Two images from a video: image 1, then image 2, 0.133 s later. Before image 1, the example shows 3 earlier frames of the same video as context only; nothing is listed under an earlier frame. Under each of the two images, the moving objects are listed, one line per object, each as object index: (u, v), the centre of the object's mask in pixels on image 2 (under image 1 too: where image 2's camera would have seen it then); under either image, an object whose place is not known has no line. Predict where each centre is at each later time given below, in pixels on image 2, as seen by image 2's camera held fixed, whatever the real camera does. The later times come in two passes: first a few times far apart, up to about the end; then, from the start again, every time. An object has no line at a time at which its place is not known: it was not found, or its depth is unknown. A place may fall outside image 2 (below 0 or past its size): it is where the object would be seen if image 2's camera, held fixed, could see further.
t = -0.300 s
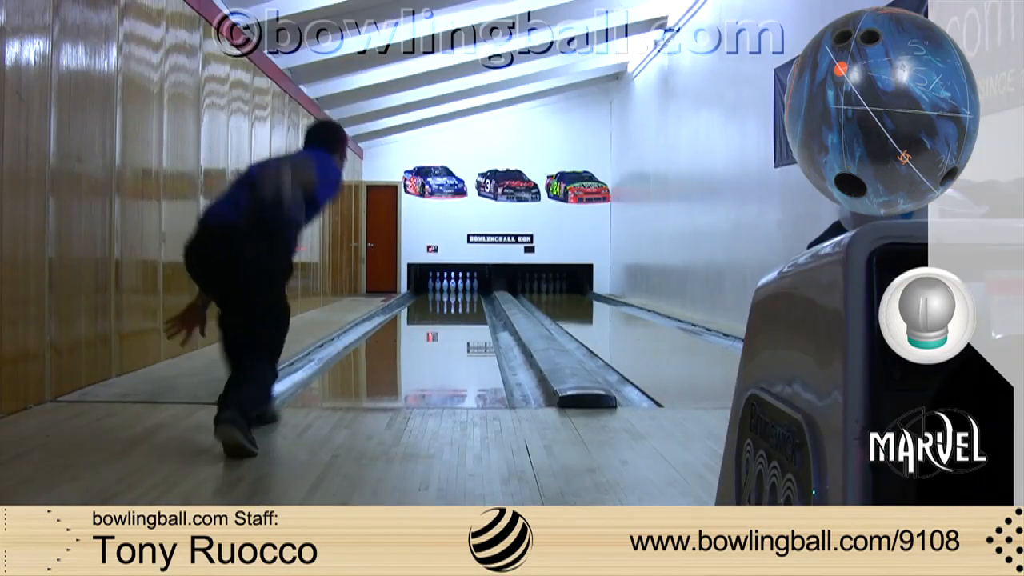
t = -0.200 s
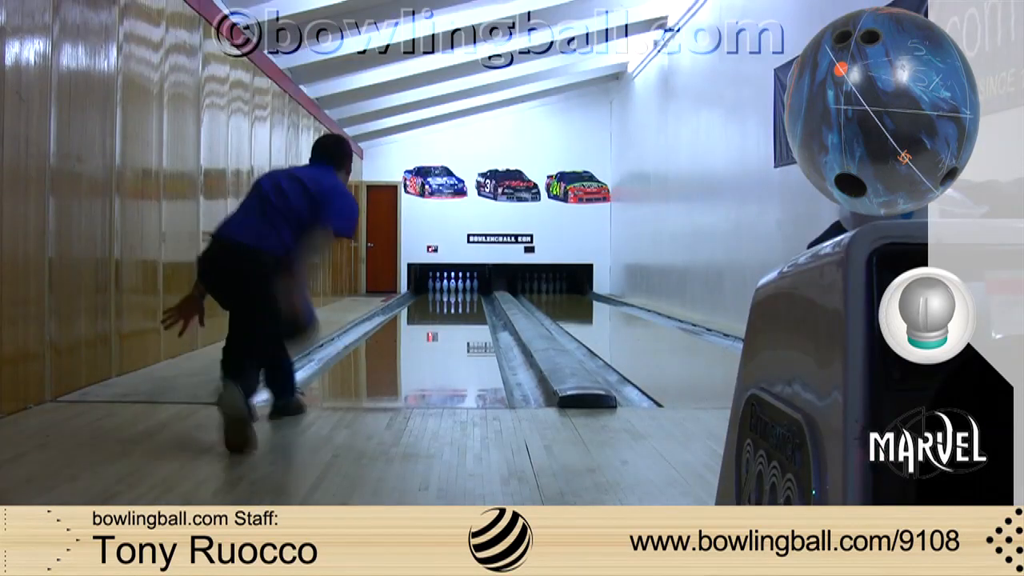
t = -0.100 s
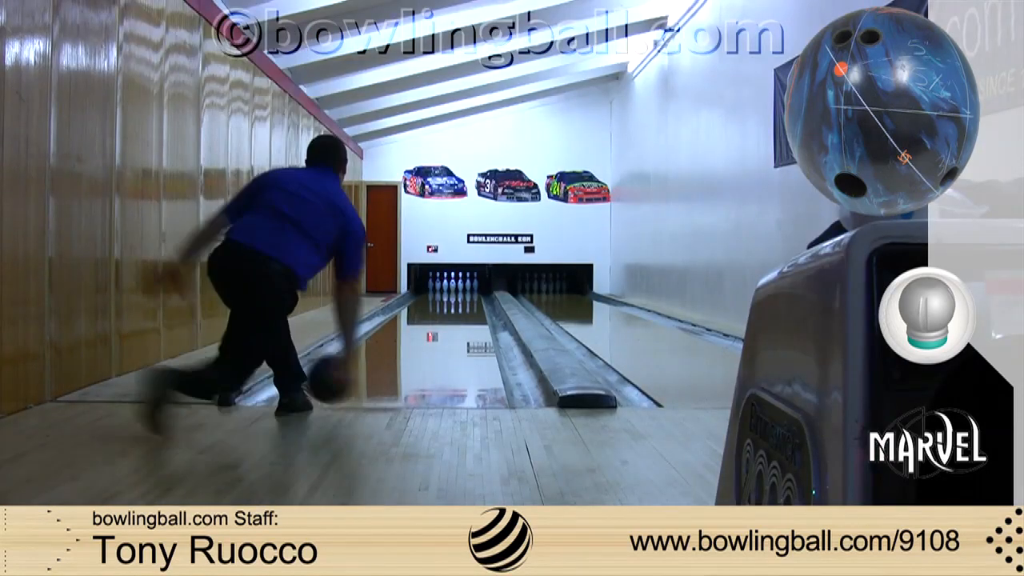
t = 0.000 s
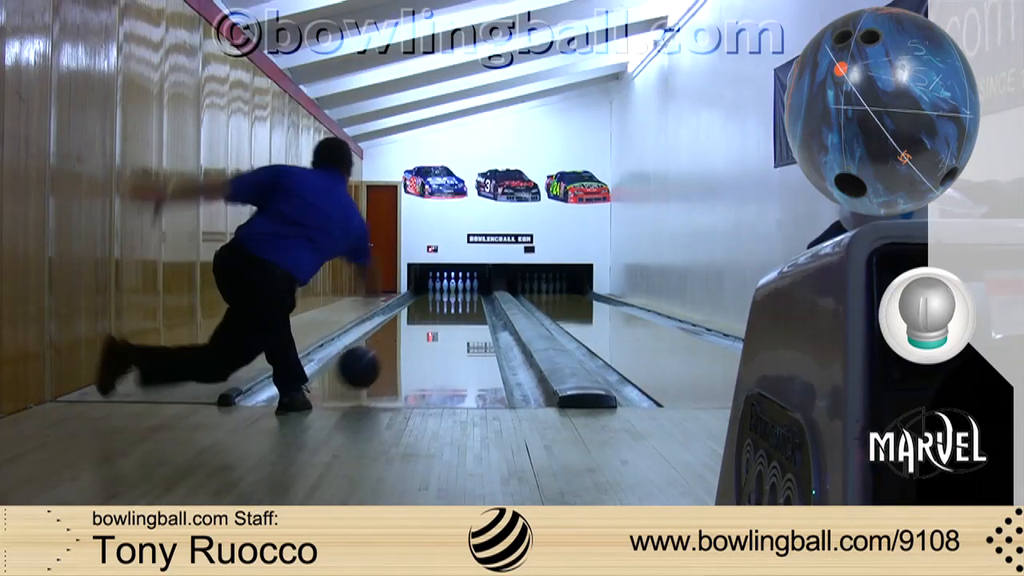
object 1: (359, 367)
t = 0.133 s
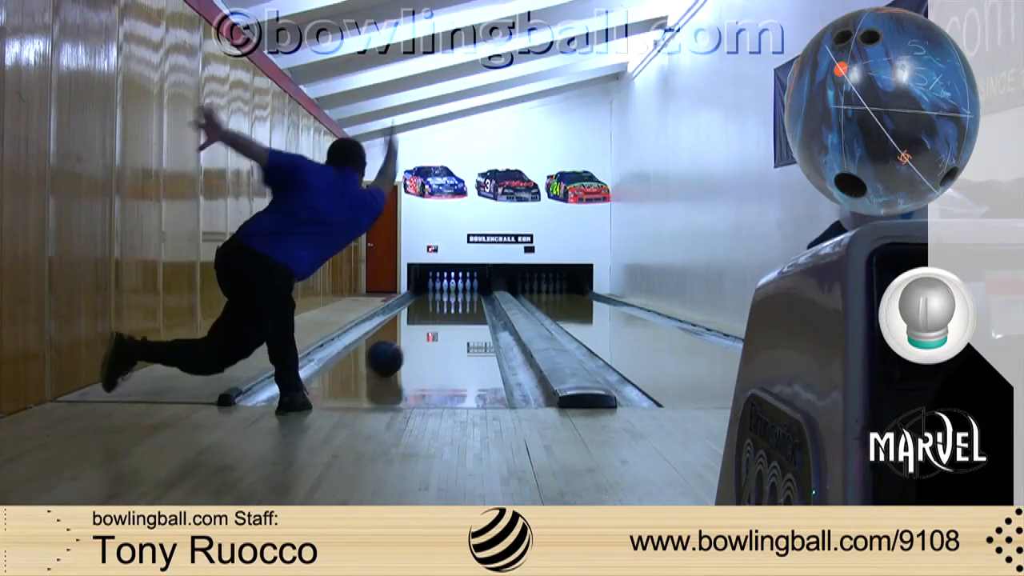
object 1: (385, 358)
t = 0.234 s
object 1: (400, 348)
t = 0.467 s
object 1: (425, 331)
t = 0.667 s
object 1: (438, 320)
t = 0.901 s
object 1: (450, 311)
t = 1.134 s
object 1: (457, 305)
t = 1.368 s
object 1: (464, 300)
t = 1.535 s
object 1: (466, 297)
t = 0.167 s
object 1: (391, 354)
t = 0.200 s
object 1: (395, 351)
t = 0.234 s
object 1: (400, 348)
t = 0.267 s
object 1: (404, 345)
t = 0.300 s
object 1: (408, 342)
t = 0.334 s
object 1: (412, 340)
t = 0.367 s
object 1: (415, 338)
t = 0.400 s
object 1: (419, 335)
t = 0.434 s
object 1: (422, 333)
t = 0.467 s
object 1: (425, 331)
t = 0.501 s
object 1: (427, 329)
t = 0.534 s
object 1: (430, 327)
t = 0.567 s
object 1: (432, 326)
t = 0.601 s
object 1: (434, 324)
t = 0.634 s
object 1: (436, 322)
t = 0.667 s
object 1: (438, 320)
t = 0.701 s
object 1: (440, 319)
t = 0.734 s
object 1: (442, 317)
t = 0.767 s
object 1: (444, 317)
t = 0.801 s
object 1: (445, 315)
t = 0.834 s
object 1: (446, 314)
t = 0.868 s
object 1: (449, 312)
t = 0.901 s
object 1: (450, 311)
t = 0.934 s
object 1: (451, 311)
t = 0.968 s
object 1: (453, 309)
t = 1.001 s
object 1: (454, 308)
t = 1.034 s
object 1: (455, 307)
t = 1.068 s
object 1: (455, 306)
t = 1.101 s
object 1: (457, 305)
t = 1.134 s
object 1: (457, 305)
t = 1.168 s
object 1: (459, 304)
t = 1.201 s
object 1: (460, 303)
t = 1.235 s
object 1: (461, 303)
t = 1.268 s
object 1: (461, 302)
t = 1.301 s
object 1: (462, 301)
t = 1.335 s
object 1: (463, 301)
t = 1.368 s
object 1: (464, 300)
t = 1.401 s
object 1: (464, 299)
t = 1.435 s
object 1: (465, 299)
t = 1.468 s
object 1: (465, 298)
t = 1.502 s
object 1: (465, 297)
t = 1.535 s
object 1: (466, 297)
